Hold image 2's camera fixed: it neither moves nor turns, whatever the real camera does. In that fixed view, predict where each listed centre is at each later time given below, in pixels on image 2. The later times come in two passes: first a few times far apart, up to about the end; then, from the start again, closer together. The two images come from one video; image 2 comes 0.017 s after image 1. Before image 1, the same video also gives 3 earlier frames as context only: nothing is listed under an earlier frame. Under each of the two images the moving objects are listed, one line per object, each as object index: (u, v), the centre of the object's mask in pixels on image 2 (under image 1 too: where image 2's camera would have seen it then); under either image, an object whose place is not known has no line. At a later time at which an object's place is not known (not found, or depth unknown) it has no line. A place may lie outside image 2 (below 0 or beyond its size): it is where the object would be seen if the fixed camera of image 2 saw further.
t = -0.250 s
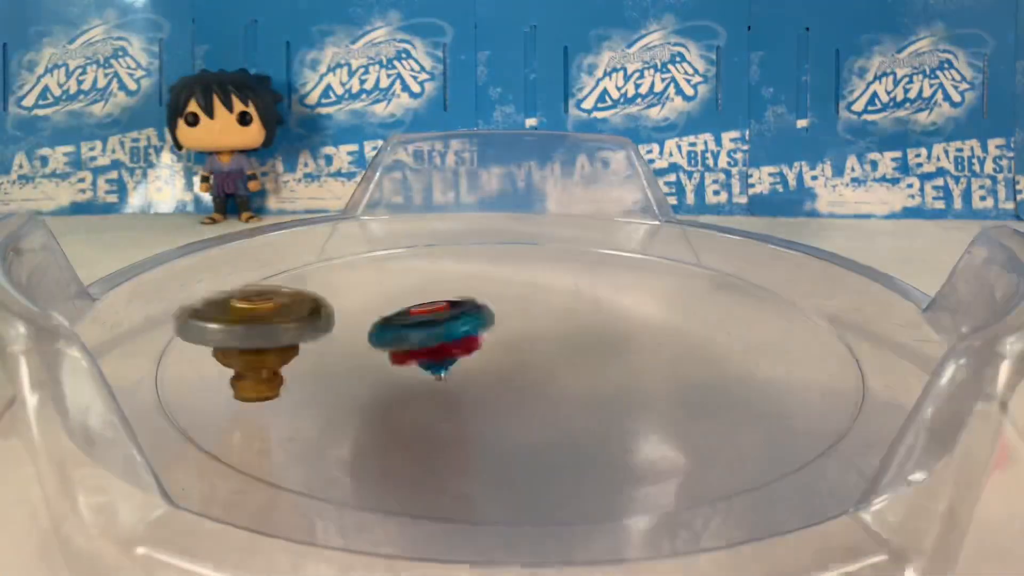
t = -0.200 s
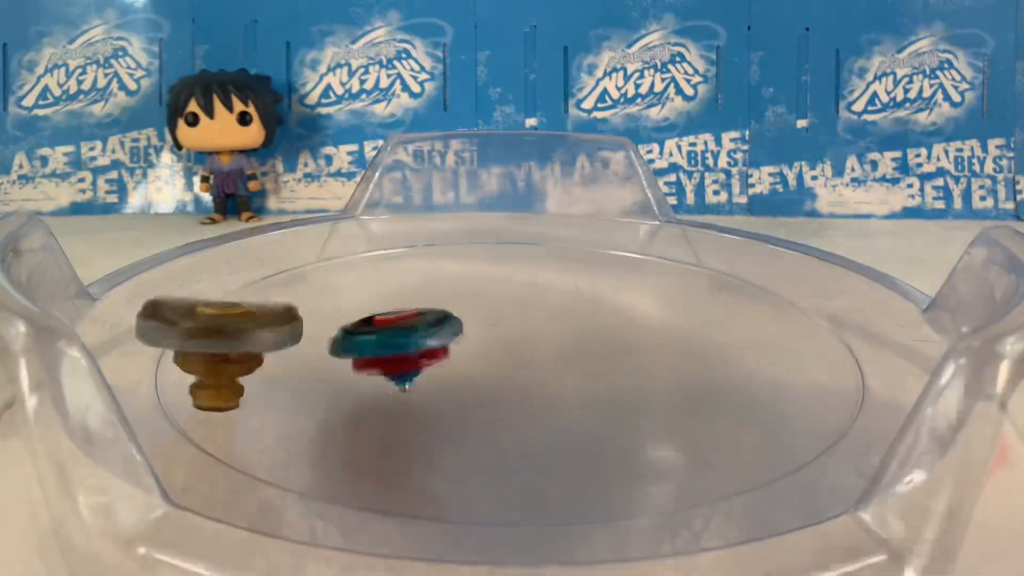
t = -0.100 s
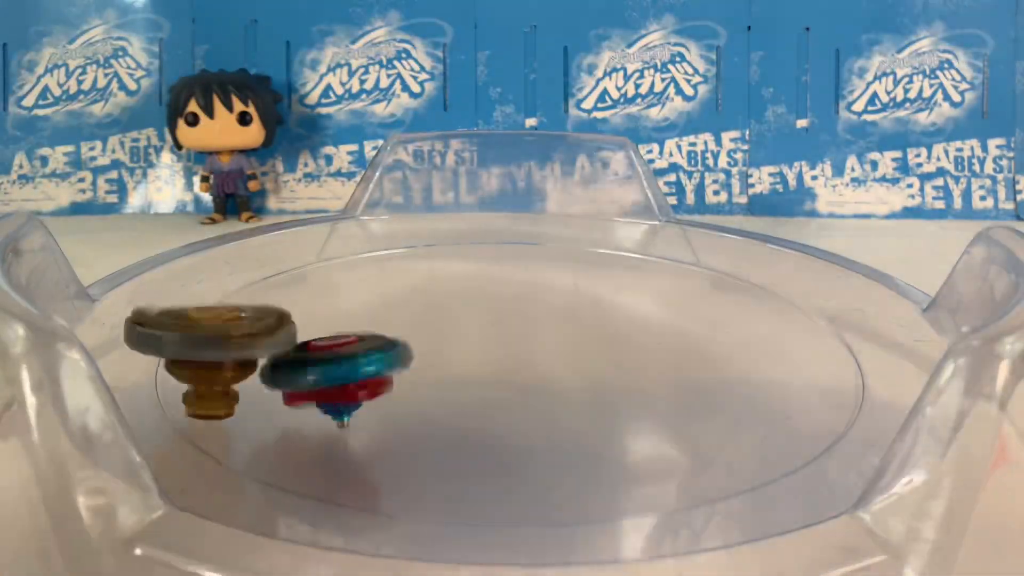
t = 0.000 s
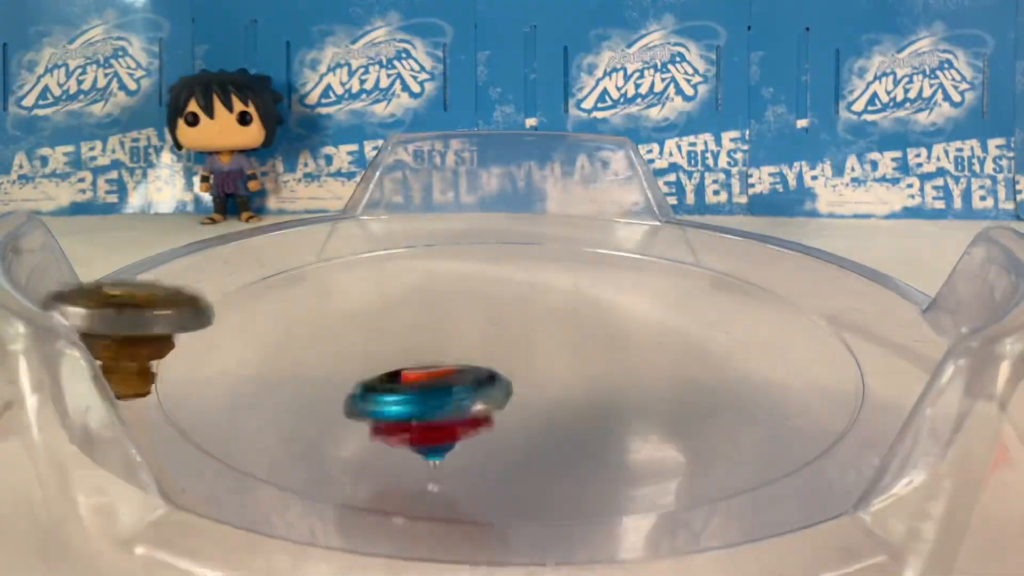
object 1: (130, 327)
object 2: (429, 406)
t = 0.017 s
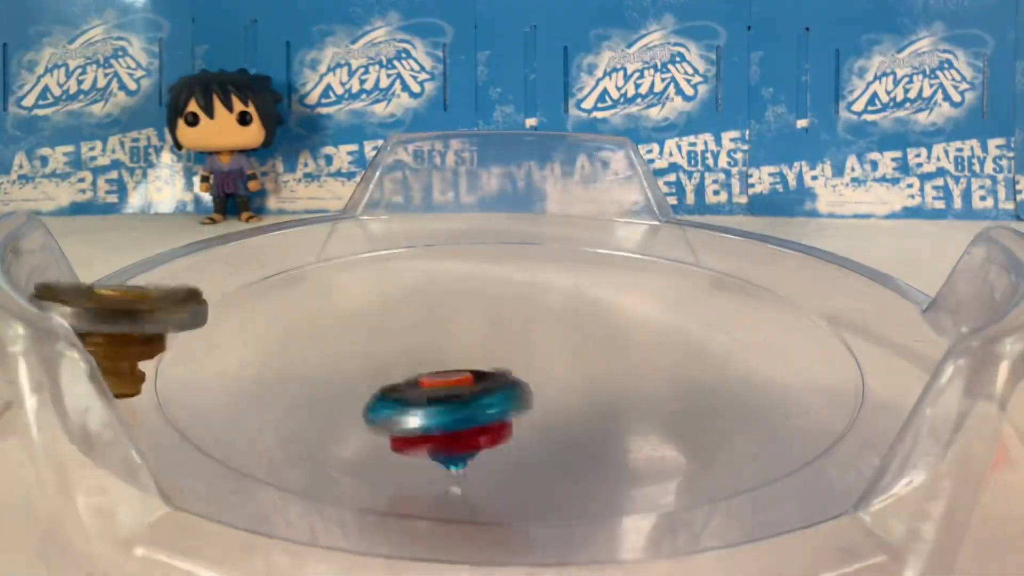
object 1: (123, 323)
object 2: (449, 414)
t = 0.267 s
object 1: (292, 343)
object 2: (681, 429)
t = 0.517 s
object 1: (516, 279)
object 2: (557, 342)
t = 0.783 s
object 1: (510, 232)
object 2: (304, 309)
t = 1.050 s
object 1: (429, 308)
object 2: (195, 360)
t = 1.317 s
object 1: (539, 321)
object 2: (430, 432)
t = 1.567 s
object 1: (638, 198)
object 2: (594, 335)
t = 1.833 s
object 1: (515, 265)
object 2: (392, 219)
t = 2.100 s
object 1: (416, 366)
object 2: (226, 292)
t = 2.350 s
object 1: (651, 372)
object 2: (524, 379)
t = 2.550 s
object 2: (539, 228)
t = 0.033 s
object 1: (121, 322)
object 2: (468, 421)
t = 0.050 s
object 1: (124, 321)
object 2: (487, 425)
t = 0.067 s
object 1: (126, 323)
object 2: (507, 428)
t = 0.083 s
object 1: (132, 323)
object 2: (526, 430)
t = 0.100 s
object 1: (136, 323)
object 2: (543, 433)
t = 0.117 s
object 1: (145, 324)
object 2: (563, 435)
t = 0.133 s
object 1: (154, 323)
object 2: (579, 438)
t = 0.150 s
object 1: (164, 325)
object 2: (595, 438)
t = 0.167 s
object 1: (179, 330)
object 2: (612, 440)
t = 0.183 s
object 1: (193, 333)
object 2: (626, 442)
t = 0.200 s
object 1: (214, 335)
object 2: (641, 440)
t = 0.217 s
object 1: (232, 336)
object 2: (656, 439)
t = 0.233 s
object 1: (251, 339)
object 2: (667, 437)
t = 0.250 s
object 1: (273, 341)
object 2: (675, 433)
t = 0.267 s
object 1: (292, 343)
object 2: (681, 429)
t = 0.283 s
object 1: (317, 345)
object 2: (683, 425)
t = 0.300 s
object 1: (338, 346)
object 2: (684, 420)
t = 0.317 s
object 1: (362, 347)
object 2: (681, 414)
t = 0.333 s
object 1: (385, 347)
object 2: (674, 409)
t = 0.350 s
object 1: (405, 347)
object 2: (666, 402)
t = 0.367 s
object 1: (429, 346)
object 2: (656, 395)
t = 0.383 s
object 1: (449, 345)
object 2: (643, 388)
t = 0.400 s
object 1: (470, 343)
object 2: (628, 380)
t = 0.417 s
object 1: (490, 339)
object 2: (611, 373)
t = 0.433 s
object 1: (494, 320)
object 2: (605, 364)
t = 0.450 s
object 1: (502, 311)
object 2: (597, 358)
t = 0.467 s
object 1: (507, 306)
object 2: (590, 357)
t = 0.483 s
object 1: (510, 308)
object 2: (581, 355)
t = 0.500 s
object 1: (515, 293)
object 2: (568, 345)
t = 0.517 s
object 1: (516, 279)
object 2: (557, 342)
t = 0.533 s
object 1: (519, 275)
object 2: (545, 347)
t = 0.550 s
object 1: (523, 269)
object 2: (530, 337)
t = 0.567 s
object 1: (524, 265)
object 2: (515, 332)
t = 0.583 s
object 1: (525, 257)
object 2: (500, 333)
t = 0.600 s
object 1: (525, 251)
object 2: (485, 329)
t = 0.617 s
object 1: (525, 250)
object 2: (467, 322)
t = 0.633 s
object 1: (526, 244)
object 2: (451, 322)
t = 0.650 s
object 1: (525, 238)
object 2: (435, 321)
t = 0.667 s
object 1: (524, 238)
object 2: (418, 315)
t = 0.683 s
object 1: (523, 234)
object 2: (402, 315)
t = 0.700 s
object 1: (521, 230)
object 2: (385, 315)
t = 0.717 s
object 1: (519, 231)
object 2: (369, 313)
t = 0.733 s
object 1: (518, 232)
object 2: (352, 312)
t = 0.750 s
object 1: (515, 230)
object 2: (336, 311)
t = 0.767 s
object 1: (513, 231)
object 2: (320, 310)
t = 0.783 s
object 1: (510, 232)
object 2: (304, 309)
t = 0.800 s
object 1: (505, 232)
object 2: (288, 308)
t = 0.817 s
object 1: (502, 235)
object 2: (272, 308)
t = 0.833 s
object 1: (498, 237)
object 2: (258, 308)
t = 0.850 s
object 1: (493, 240)
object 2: (242, 308)
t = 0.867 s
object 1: (490, 244)
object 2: (227, 309)
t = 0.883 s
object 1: (484, 247)
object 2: (211, 311)
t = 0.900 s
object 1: (477, 250)
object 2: (197, 312)
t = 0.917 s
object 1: (473, 259)
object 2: (182, 314)
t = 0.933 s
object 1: (467, 261)
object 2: (167, 316)
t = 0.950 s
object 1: (461, 267)
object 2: (166, 314)
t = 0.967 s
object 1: (457, 276)
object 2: (168, 318)
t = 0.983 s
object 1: (451, 282)
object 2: (170, 330)
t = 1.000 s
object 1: (443, 288)
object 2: (174, 341)
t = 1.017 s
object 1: (439, 294)
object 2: (180, 346)
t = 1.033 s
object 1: (436, 299)
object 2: (187, 354)
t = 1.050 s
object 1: (429, 308)
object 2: (195, 360)
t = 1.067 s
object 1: (427, 312)
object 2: (202, 365)
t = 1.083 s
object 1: (425, 319)
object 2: (212, 372)
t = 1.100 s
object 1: (421, 325)
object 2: (219, 377)
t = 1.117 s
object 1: (419, 325)
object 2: (229, 383)
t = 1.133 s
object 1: (421, 331)
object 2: (237, 388)
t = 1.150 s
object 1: (418, 342)
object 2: (251, 393)
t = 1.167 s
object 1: (418, 342)
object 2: (267, 398)
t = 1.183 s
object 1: (422, 348)
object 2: (289, 402)
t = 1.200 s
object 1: (425, 353)
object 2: (312, 406)
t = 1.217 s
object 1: (427, 349)
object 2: (338, 408)
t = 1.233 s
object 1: (436, 351)
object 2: (365, 411)
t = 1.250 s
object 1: (459, 350)
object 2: (373, 415)
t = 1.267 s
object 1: (479, 348)
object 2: (385, 422)
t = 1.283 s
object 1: (499, 341)
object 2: (398, 427)
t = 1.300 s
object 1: (521, 327)
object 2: (412, 430)
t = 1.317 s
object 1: (539, 321)
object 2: (430, 432)
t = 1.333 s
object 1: (554, 314)
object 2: (447, 434)
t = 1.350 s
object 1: (569, 301)
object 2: (467, 433)
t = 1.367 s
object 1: (585, 293)
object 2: (485, 432)
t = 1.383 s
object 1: (598, 280)
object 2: (505, 429)
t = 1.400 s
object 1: (608, 272)
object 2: (524, 425)
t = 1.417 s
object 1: (616, 260)
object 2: (542, 422)
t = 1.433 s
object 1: (626, 249)
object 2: (560, 415)
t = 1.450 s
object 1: (634, 240)
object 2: (574, 409)
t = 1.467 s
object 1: (638, 231)
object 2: (586, 400)
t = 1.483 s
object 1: (640, 221)
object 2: (593, 389)
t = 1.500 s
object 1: (642, 211)
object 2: (599, 380)
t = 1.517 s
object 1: (644, 205)
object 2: (601, 368)
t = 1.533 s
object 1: (643, 205)
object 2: (601, 357)
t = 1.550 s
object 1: (641, 204)
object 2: (598, 346)
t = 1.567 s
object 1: (638, 198)
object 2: (594, 335)
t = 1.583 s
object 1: (636, 198)
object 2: (588, 325)
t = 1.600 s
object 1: (633, 203)
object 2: (580, 314)
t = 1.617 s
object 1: (627, 204)
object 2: (571, 303)
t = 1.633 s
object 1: (621, 206)
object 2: (560, 294)
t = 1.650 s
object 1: (617, 207)
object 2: (550, 285)
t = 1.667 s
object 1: (613, 211)
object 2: (538, 275)
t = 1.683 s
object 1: (604, 217)
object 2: (525, 268)
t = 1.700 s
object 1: (595, 223)
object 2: (513, 260)
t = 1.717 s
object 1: (586, 226)
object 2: (499, 252)
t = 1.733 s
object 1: (576, 231)
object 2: (485, 247)
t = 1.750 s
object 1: (568, 235)
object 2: (470, 240)
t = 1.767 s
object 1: (559, 242)
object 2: (455, 234)
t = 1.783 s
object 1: (548, 248)
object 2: (440, 230)
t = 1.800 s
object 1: (536, 254)
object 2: (424, 225)
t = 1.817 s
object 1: (525, 261)
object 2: (408, 222)
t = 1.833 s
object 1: (515, 265)
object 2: (392, 219)
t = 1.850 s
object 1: (507, 273)
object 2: (381, 219)
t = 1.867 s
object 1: (497, 280)
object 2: (370, 224)
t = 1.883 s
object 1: (486, 289)
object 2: (358, 234)
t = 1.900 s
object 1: (476, 295)
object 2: (346, 237)
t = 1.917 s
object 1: (466, 300)
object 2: (335, 242)
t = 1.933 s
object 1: (458, 307)
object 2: (325, 246)
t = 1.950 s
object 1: (452, 311)
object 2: (313, 251)
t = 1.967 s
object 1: (443, 321)
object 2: (302, 256)
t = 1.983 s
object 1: (434, 327)
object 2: (292, 260)
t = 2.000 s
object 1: (427, 332)
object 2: (281, 264)
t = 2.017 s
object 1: (420, 337)
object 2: (271, 269)
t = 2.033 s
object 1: (418, 341)
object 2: (261, 273)
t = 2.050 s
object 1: (416, 349)
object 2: (251, 277)
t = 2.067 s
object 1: (414, 356)
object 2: (241, 282)
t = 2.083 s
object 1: (414, 359)
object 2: (234, 286)
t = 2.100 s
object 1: (416, 366)
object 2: (226, 292)
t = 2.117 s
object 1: (422, 364)
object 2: (222, 298)
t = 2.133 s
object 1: (430, 370)
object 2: (223, 305)
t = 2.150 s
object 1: (440, 376)
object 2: (226, 313)
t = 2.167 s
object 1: (453, 380)
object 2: (234, 321)
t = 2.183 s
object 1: (465, 383)
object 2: (247, 331)
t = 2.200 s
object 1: (480, 386)
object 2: (263, 340)
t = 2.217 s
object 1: (497, 386)
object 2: (283, 349)
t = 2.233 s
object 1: (513, 385)
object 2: (309, 360)
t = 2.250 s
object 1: (533, 381)
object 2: (337, 367)
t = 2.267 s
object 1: (554, 385)
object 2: (367, 373)
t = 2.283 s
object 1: (574, 379)
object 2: (400, 377)
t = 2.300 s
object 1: (596, 374)
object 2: (434, 380)
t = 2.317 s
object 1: (615, 377)
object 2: (466, 381)
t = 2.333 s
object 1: (633, 376)
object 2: (496, 380)
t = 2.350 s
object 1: (651, 372)
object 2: (524, 379)
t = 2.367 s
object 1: (668, 367)
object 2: (550, 376)
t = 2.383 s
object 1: (709, 354)
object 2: (566, 360)
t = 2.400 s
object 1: (763, 342)
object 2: (563, 326)
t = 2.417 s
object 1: (820, 339)
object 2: (560, 302)
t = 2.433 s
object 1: (871, 337)
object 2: (558, 286)
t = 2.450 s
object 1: (894, 315)
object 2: (552, 277)
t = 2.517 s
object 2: (542, 241)
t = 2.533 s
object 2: (541, 232)
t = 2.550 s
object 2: (539, 228)
